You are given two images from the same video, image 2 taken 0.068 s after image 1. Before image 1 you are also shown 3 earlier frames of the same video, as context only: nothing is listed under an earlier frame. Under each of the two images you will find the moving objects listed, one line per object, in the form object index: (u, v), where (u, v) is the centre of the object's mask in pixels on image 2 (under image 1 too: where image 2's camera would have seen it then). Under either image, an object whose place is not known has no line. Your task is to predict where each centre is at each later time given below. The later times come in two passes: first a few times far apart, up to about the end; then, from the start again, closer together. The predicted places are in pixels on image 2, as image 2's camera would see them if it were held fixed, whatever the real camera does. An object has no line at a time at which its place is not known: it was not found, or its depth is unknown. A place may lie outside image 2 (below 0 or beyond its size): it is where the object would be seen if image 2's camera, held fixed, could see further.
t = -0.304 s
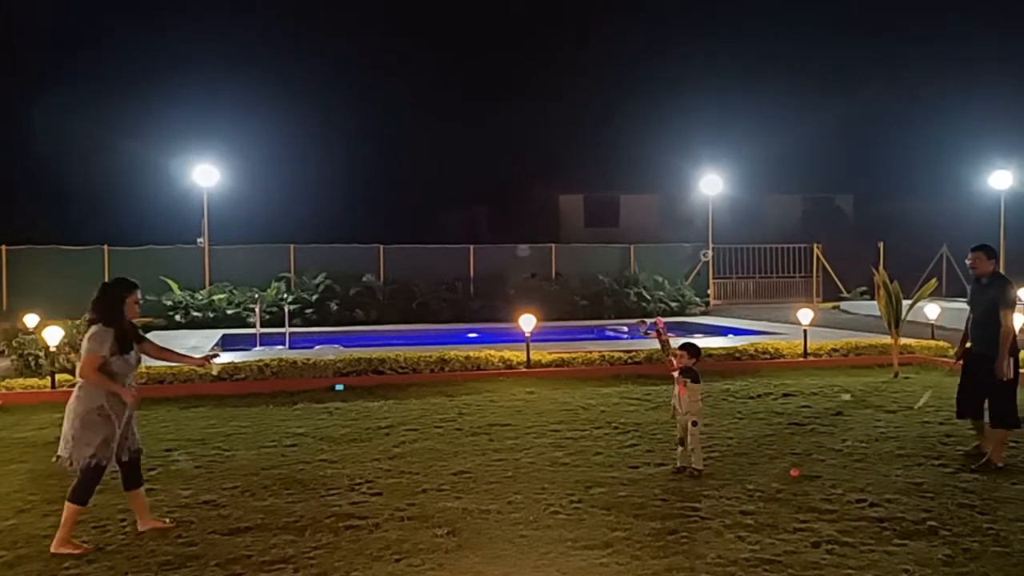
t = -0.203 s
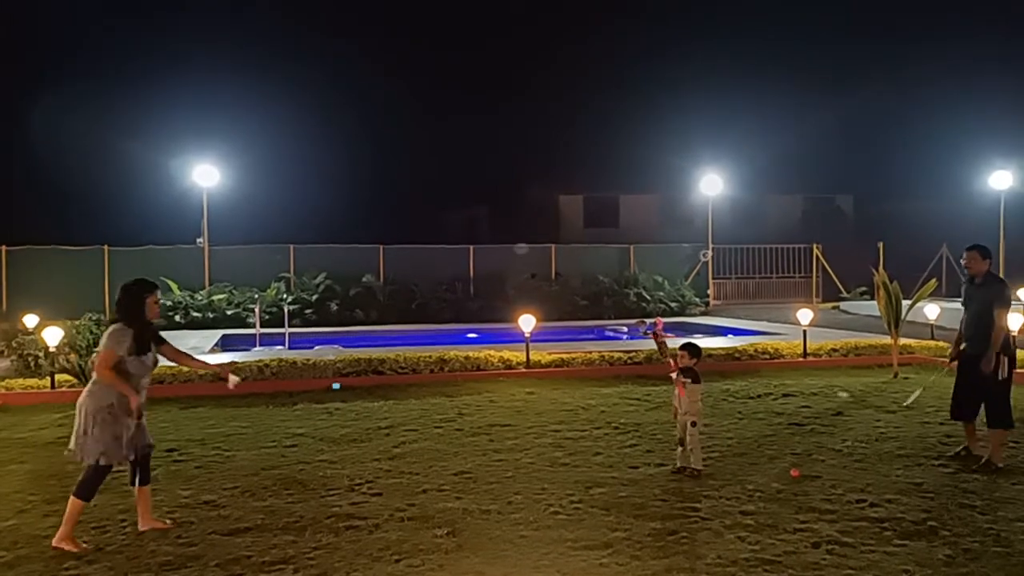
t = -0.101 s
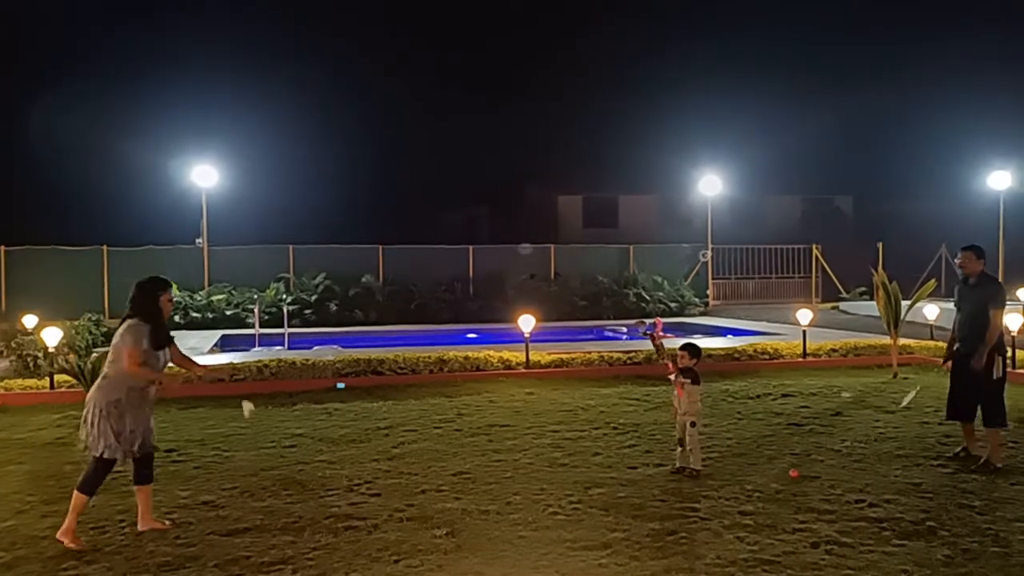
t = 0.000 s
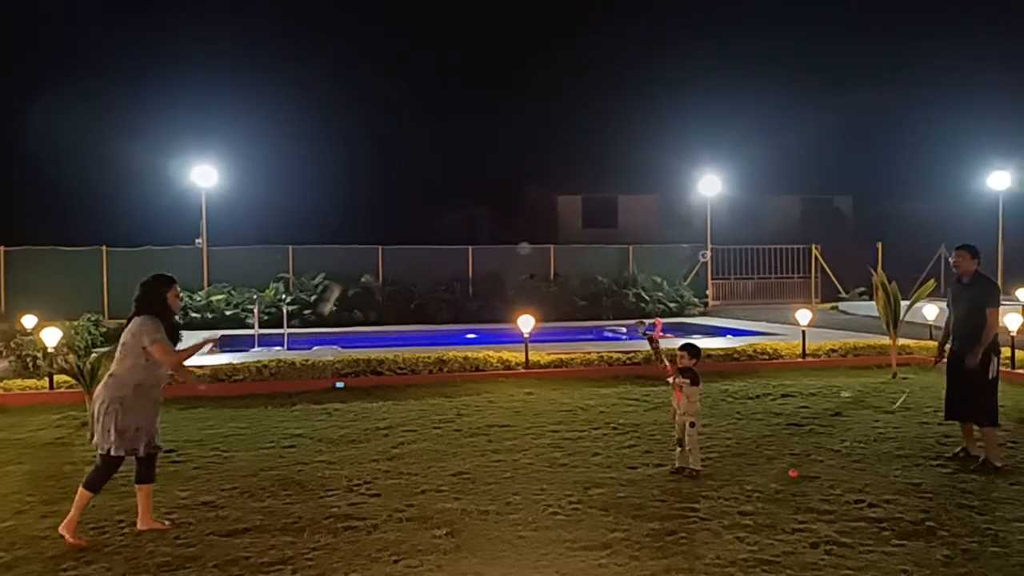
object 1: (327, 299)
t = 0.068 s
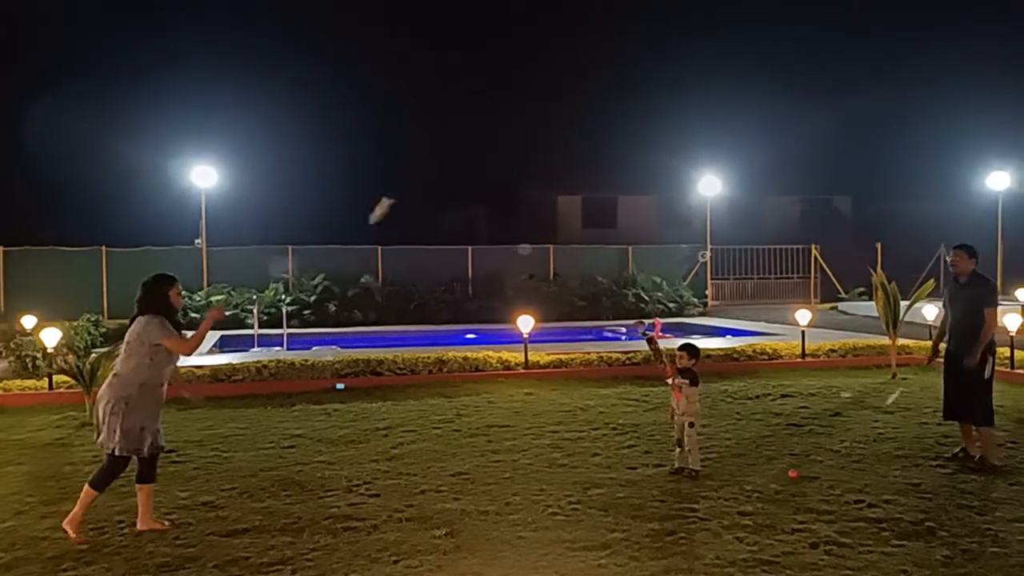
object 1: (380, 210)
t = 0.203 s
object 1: (474, 103)
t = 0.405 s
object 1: (573, 16)
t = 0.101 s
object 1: (407, 178)
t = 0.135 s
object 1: (432, 151)
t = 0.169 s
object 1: (454, 126)
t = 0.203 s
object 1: (474, 103)
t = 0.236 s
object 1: (494, 82)
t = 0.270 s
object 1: (511, 65)
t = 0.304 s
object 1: (527, 50)
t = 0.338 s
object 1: (543, 37)
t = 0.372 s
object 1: (558, 25)
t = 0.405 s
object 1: (573, 16)
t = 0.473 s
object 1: (602, 4)
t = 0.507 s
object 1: (615, 2)
